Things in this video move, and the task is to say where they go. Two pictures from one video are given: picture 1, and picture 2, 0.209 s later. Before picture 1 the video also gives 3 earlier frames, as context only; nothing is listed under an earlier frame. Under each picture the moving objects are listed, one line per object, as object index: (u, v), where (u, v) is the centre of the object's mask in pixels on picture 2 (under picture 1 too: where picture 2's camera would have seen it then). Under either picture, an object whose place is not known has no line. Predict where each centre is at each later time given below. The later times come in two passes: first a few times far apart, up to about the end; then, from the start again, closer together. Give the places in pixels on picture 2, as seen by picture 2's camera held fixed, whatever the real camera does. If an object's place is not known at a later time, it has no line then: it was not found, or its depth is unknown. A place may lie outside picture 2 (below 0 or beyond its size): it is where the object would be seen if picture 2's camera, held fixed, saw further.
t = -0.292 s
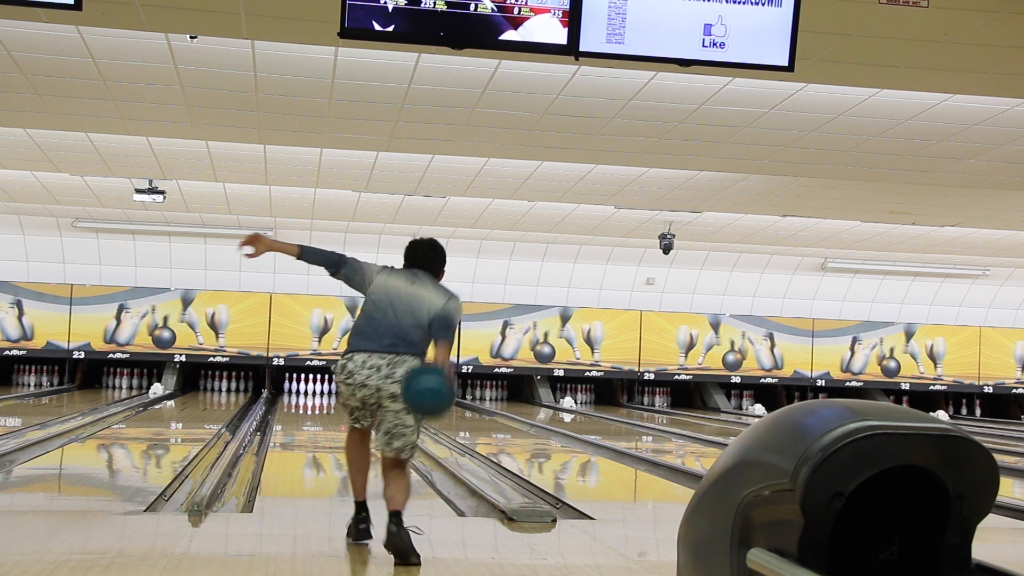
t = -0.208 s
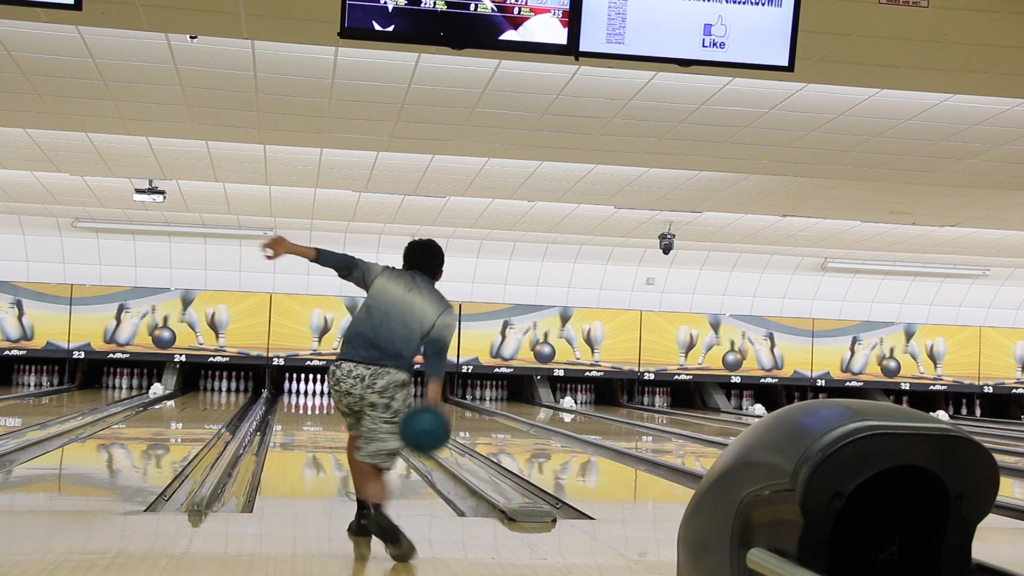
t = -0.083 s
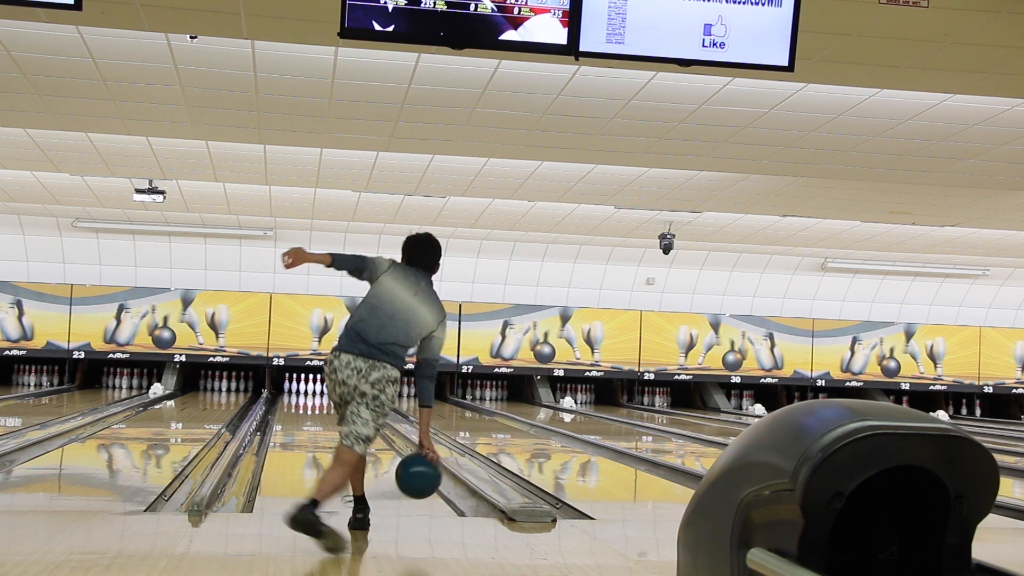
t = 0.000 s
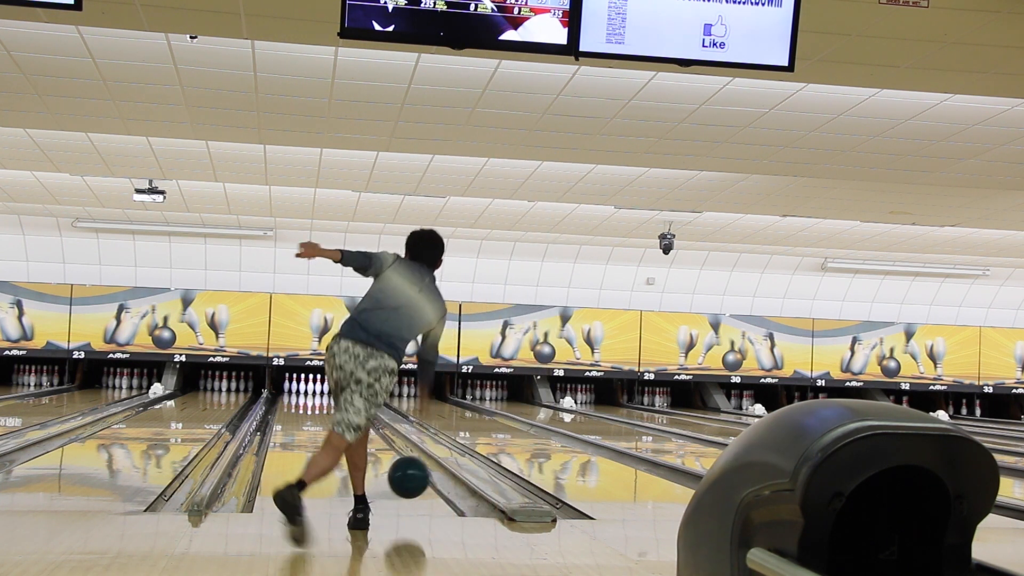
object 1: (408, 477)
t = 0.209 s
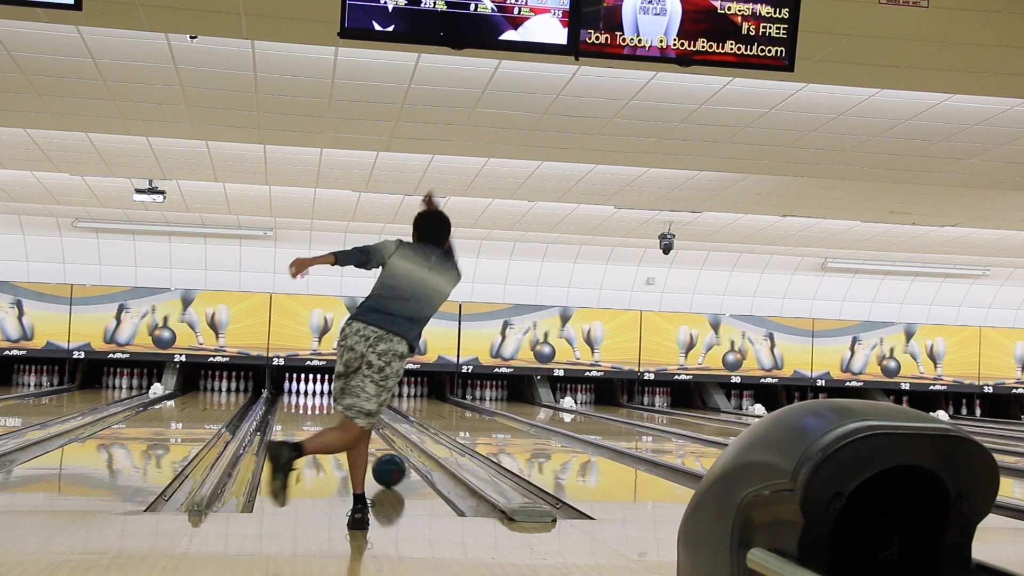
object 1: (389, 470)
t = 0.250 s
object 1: (386, 466)
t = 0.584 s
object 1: (364, 438)
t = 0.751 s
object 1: (361, 432)
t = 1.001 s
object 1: (352, 420)
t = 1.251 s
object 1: (347, 412)
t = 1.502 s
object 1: (341, 406)
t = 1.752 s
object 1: (336, 401)
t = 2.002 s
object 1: (331, 397)
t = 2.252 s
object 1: (326, 393)
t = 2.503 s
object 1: (319, 391)
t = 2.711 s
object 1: (315, 389)
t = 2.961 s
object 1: (313, 388)
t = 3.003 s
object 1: (312, 388)
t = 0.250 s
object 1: (386, 466)
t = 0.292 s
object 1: (384, 462)
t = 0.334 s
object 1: (383, 461)
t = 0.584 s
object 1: (364, 438)
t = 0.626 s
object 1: (366, 438)
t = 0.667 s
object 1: (364, 436)
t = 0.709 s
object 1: (362, 434)
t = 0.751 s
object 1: (361, 432)
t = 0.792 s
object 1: (360, 430)
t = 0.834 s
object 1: (358, 428)
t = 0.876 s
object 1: (357, 426)
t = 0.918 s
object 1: (355, 424)
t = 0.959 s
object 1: (354, 423)
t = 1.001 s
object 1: (352, 420)
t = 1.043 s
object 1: (351, 419)
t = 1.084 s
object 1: (350, 417)
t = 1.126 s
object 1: (349, 416)
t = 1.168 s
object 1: (349, 415)
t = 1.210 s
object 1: (347, 414)
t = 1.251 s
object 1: (347, 412)
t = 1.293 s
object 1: (346, 411)
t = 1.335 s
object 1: (345, 410)
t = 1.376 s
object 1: (344, 409)
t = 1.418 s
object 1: (343, 407)
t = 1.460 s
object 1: (342, 406)
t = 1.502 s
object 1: (341, 406)
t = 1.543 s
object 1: (340, 405)
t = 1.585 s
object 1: (339, 404)
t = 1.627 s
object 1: (338, 403)
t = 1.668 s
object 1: (337, 402)
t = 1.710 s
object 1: (337, 401)
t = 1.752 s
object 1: (336, 401)
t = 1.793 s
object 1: (335, 400)
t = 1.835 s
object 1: (335, 399)
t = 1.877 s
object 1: (334, 399)
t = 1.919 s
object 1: (333, 398)
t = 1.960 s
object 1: (332, 397)
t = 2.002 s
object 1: (331, 397)
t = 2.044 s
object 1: (330, 396)
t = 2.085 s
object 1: (330, 395)
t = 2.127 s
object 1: (329, 395)
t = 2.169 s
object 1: (328, 394)
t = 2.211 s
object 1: (327, 394)
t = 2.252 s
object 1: (326, 393)
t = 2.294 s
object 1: (325, 393)
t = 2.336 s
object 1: (324, 392)
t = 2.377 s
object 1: (323, 392)
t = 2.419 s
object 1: (322, 392)
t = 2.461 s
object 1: (320, 391)
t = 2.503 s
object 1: (319, 391)
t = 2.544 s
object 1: (318, 390)
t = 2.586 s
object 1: (317, 390)
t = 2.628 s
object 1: (316, 389)
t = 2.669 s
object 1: (315, 389)
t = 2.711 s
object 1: (315, 389)
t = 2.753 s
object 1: (314, 388)
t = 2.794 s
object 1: (313, 388)
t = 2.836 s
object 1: (313, 388)
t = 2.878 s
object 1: (313, 388)
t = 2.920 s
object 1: (313, 388)
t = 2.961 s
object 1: (313, 388)
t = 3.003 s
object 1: (312, 388)
